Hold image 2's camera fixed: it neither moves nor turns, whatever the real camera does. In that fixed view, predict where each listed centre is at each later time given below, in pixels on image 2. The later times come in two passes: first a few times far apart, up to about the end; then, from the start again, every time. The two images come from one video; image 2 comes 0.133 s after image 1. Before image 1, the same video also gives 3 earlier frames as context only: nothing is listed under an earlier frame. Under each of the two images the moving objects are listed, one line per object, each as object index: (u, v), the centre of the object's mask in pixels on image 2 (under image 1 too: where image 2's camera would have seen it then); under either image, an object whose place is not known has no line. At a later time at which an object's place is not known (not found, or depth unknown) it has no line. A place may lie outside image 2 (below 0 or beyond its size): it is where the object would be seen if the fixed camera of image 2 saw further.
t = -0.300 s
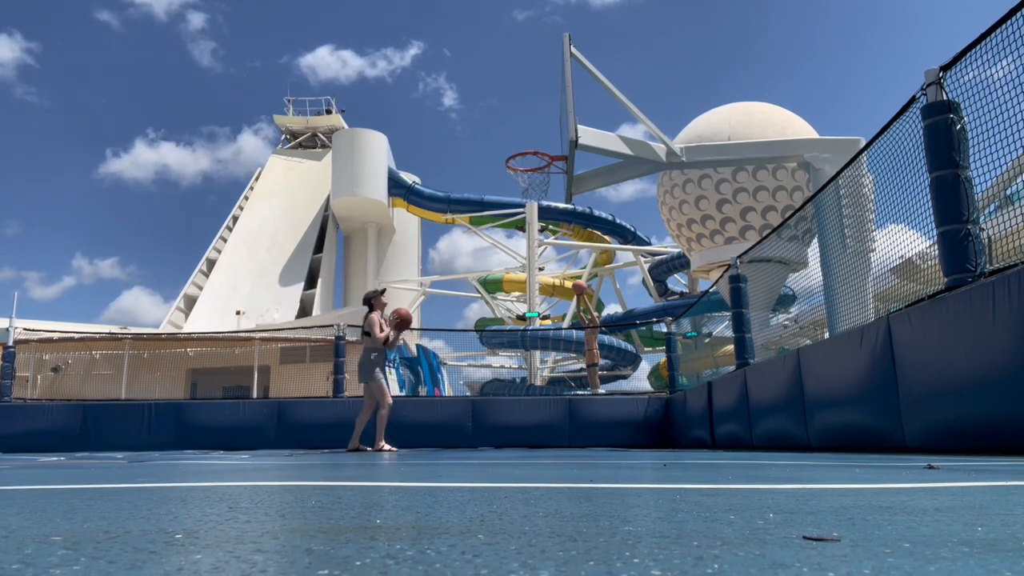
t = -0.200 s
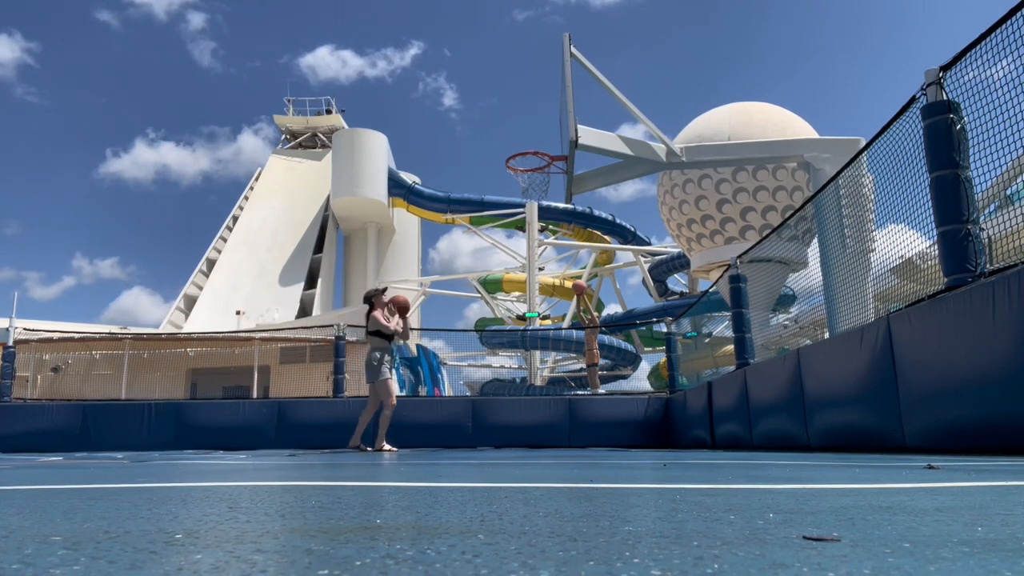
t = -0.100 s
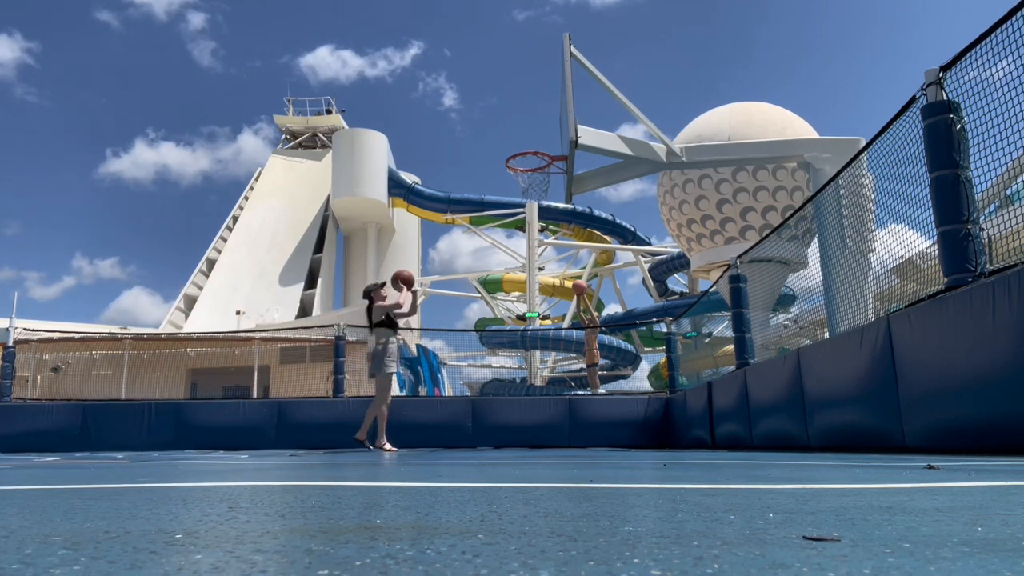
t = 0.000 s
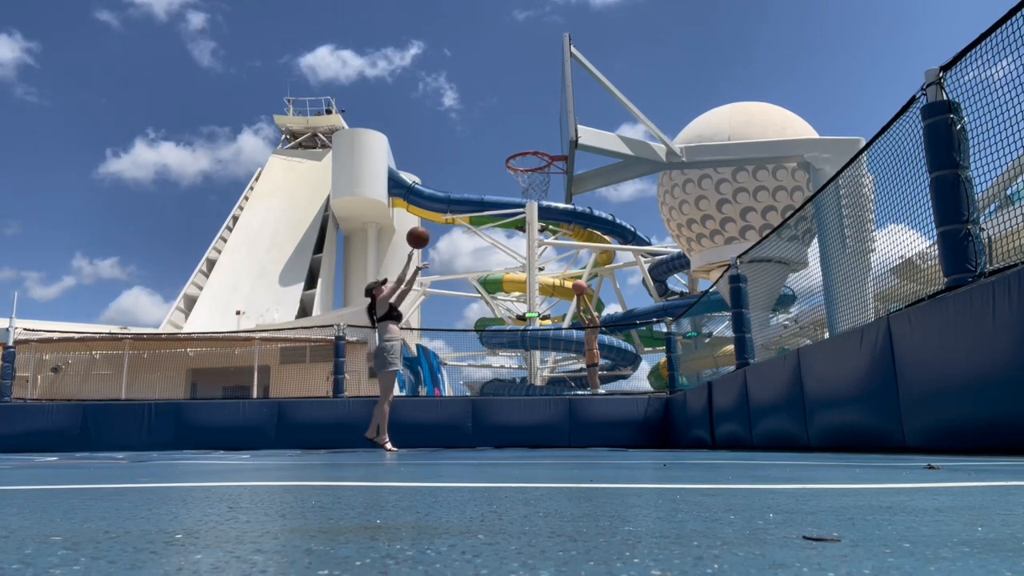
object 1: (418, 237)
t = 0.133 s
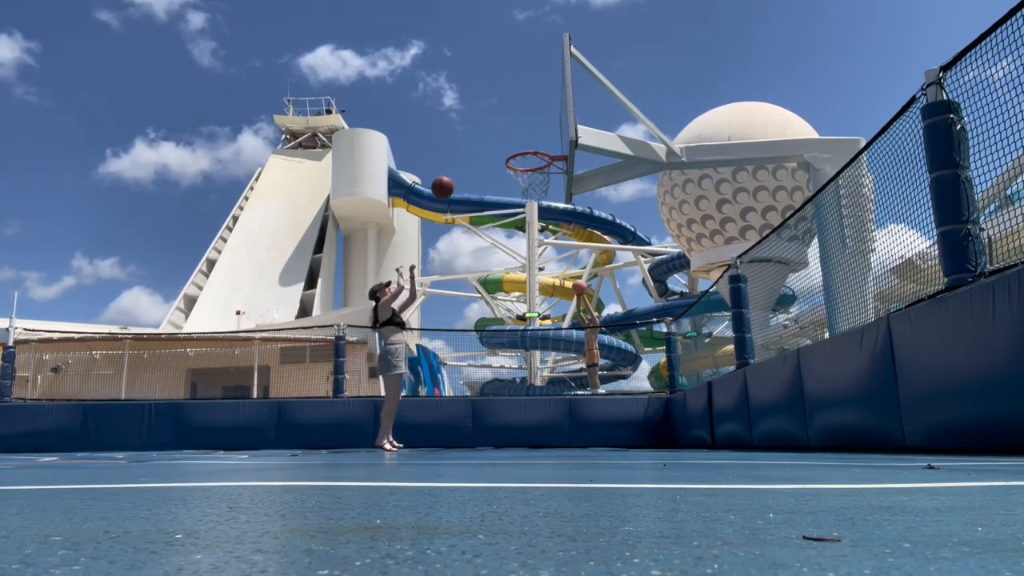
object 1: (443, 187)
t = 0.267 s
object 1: (467, 154)
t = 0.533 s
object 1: (515, 133)
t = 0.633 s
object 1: (534, 141)
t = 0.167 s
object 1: (448, 177)
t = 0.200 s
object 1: (455, 168)
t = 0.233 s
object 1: (461, 160)
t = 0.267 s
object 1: (467, 154)
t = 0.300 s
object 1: (473, 148)
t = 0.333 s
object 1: (479, 143)
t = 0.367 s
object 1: (485, 139)
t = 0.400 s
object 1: (491, 136)
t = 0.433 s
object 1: (497, 134)
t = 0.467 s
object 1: (503, 132)
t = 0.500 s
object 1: (509, 132)
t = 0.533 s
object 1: (515, 133)
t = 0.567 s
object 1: (521, 135)
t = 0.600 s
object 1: (528, 137)
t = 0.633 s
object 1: (534, 141)
